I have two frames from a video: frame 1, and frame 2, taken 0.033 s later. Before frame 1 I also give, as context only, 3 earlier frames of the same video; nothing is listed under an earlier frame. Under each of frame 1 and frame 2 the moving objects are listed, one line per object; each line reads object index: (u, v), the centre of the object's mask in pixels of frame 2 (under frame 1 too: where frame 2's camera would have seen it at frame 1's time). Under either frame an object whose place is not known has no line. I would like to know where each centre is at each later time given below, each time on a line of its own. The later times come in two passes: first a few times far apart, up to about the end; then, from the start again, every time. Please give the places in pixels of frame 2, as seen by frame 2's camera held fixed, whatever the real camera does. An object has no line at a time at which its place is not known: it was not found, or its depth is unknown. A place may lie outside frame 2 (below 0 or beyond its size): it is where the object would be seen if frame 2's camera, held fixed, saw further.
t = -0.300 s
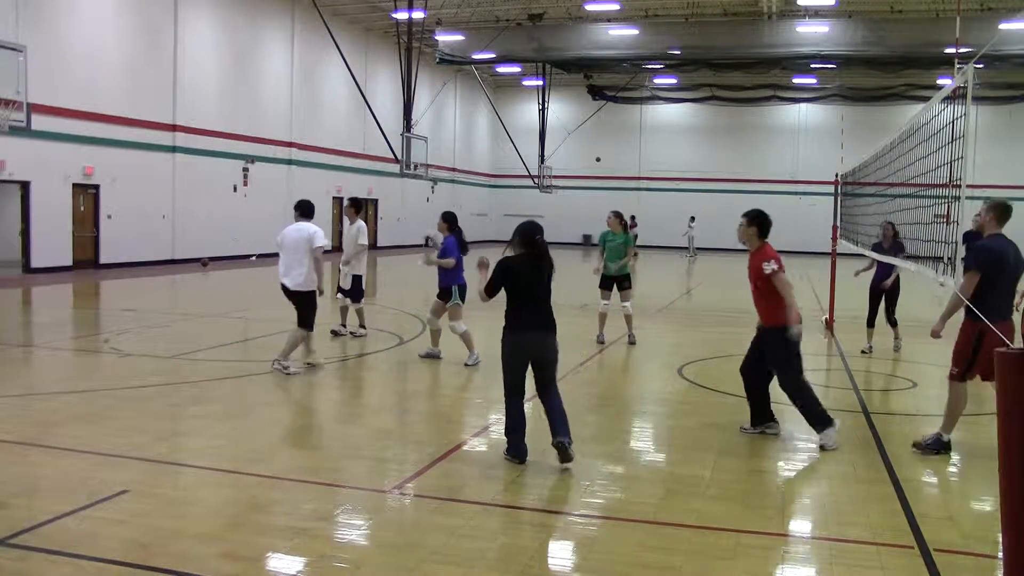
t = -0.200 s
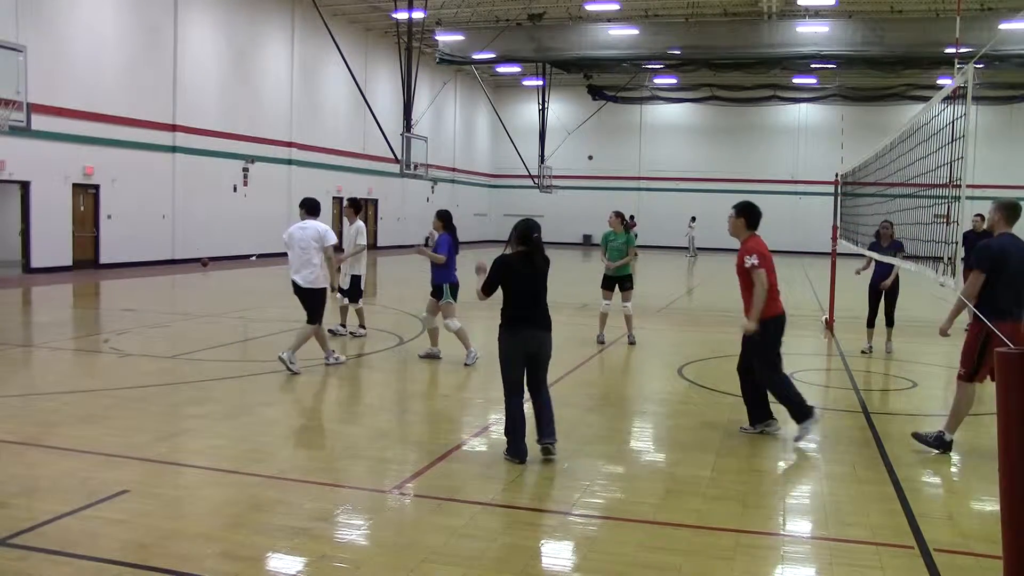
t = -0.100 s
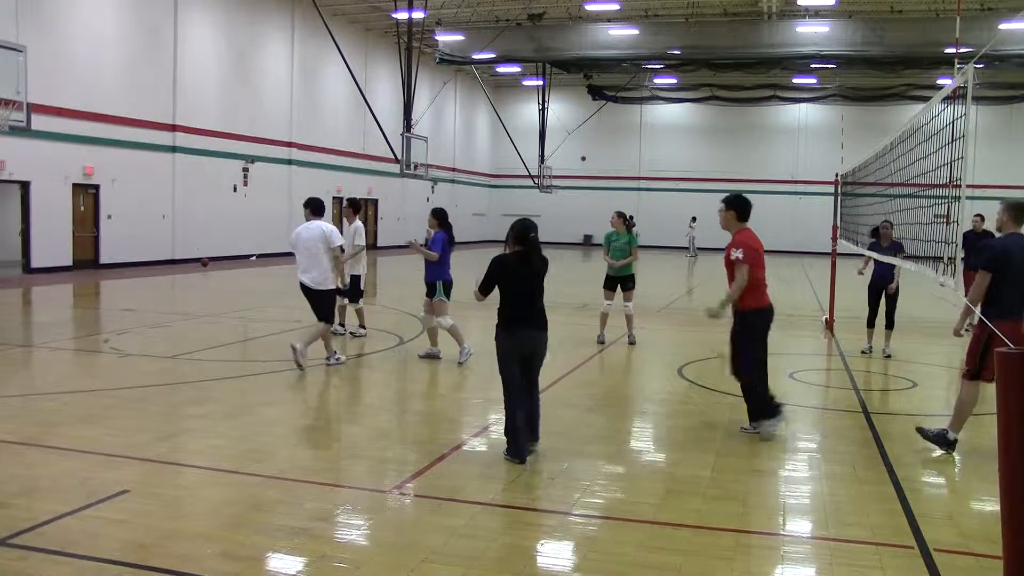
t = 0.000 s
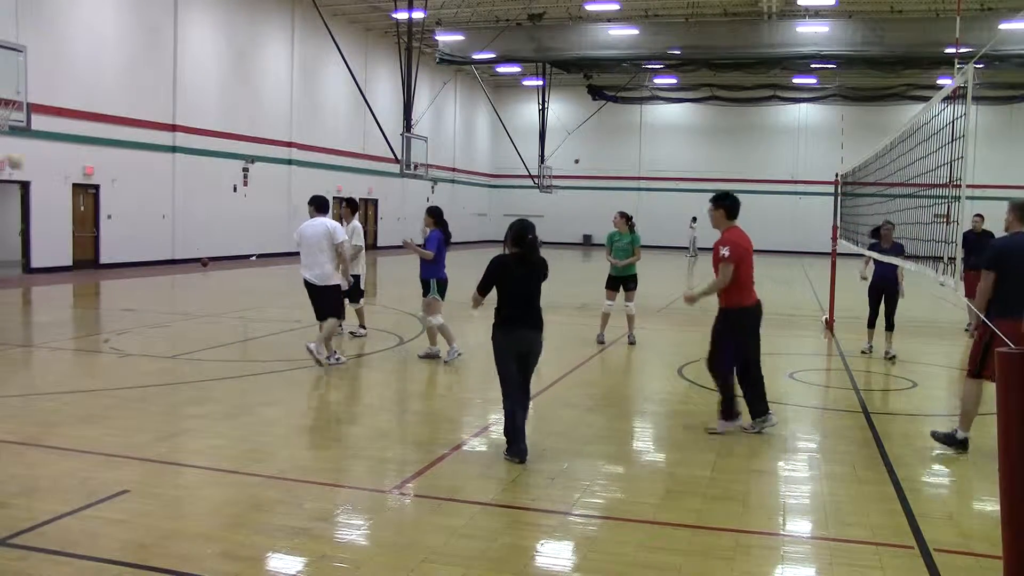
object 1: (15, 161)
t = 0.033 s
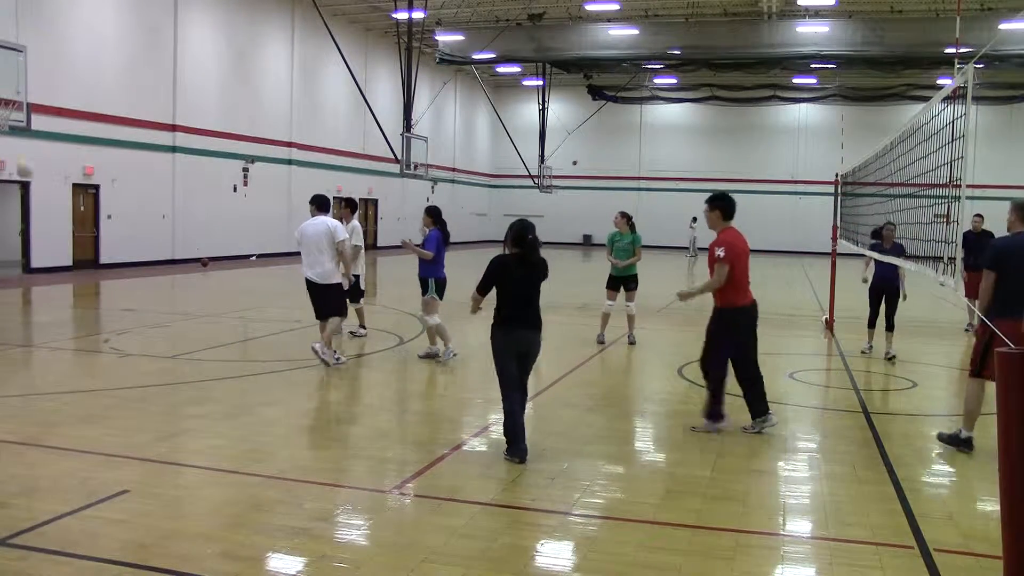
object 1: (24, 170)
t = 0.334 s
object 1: (110, 290)
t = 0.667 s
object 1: (173, 247)
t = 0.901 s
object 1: (213, 214)
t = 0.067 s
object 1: (33, 181)
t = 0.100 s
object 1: (43, 193)
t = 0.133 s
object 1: (52, 204)
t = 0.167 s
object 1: (61, 215)
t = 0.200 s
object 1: (72, 229)
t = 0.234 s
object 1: (82, 241)
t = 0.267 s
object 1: (90, 258)
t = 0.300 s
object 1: (100, 273)
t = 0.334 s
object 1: (110, 290)
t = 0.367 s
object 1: (121, 307)
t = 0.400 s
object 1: (128, 329)
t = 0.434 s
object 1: (135, 320)
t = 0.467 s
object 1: (139, 308)
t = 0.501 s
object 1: (145, 297)
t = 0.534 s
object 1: (150, 283)
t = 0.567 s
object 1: (156, 273)
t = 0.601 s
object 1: (162, 264)
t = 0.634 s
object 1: (166, 256)
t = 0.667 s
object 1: (173, 247)
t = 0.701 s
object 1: (179, 239)
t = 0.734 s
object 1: (183, 233)
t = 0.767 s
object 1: (190, 227)
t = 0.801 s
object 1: (195, 222)
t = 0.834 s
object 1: (202, 220)
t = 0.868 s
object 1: (208, 216)
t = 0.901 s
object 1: (213, 214)
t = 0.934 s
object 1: (219, 213)
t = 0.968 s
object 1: (225, 213)
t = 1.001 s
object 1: (230, 214)
